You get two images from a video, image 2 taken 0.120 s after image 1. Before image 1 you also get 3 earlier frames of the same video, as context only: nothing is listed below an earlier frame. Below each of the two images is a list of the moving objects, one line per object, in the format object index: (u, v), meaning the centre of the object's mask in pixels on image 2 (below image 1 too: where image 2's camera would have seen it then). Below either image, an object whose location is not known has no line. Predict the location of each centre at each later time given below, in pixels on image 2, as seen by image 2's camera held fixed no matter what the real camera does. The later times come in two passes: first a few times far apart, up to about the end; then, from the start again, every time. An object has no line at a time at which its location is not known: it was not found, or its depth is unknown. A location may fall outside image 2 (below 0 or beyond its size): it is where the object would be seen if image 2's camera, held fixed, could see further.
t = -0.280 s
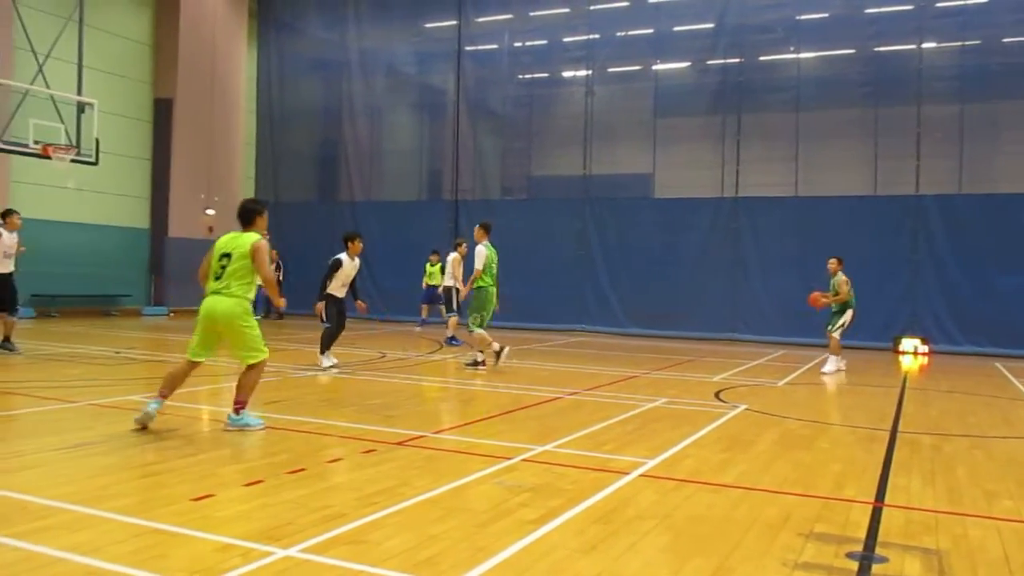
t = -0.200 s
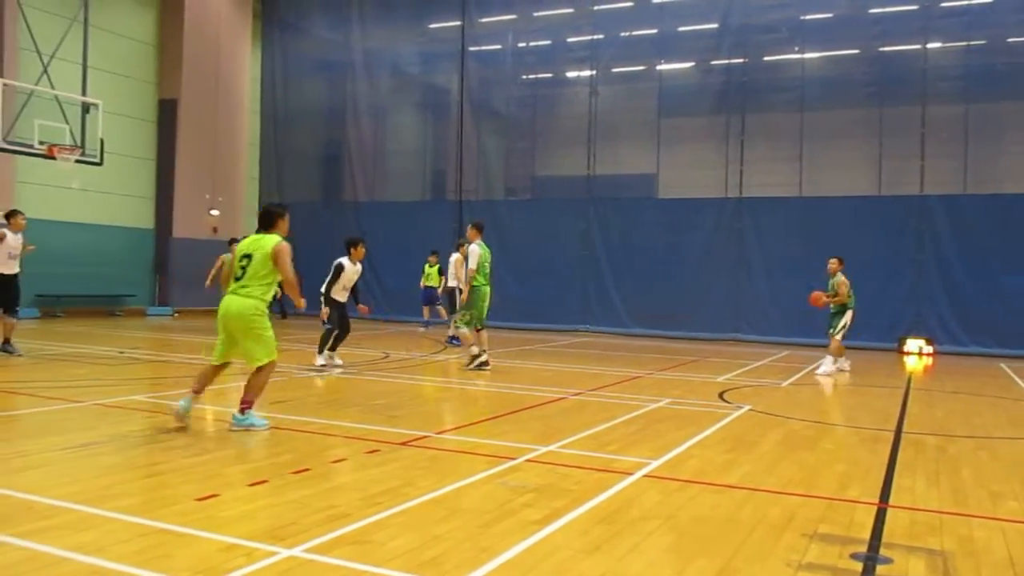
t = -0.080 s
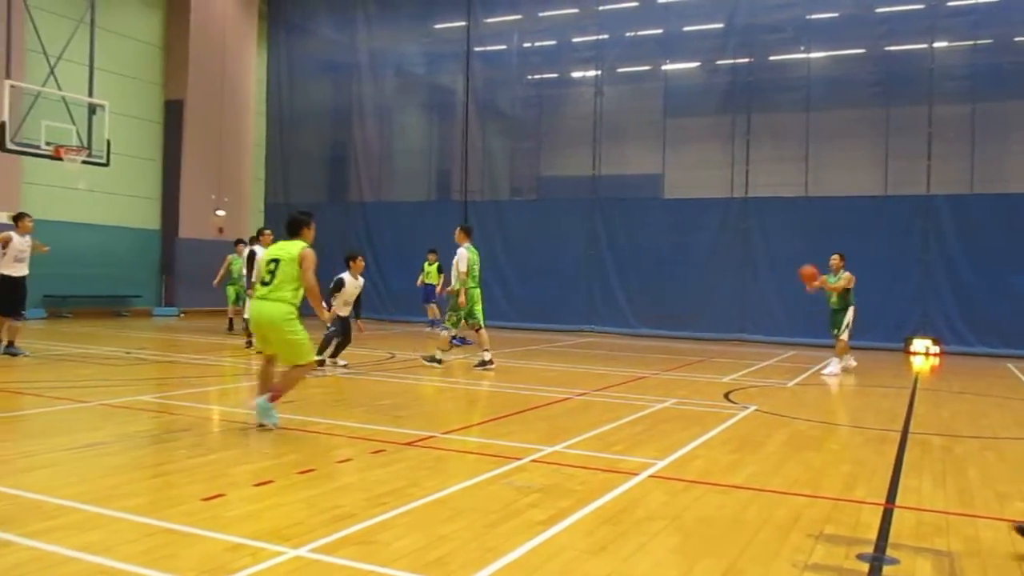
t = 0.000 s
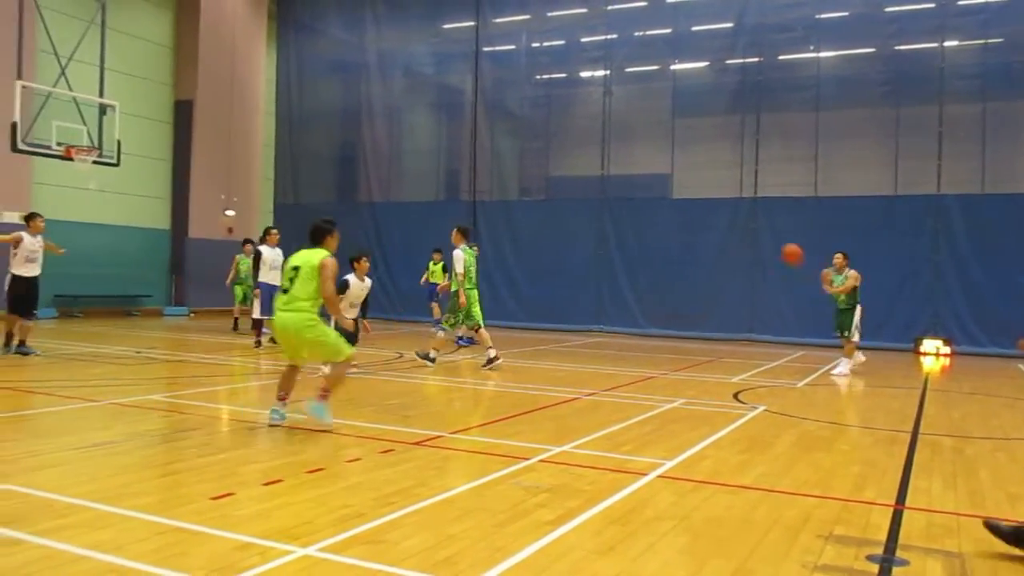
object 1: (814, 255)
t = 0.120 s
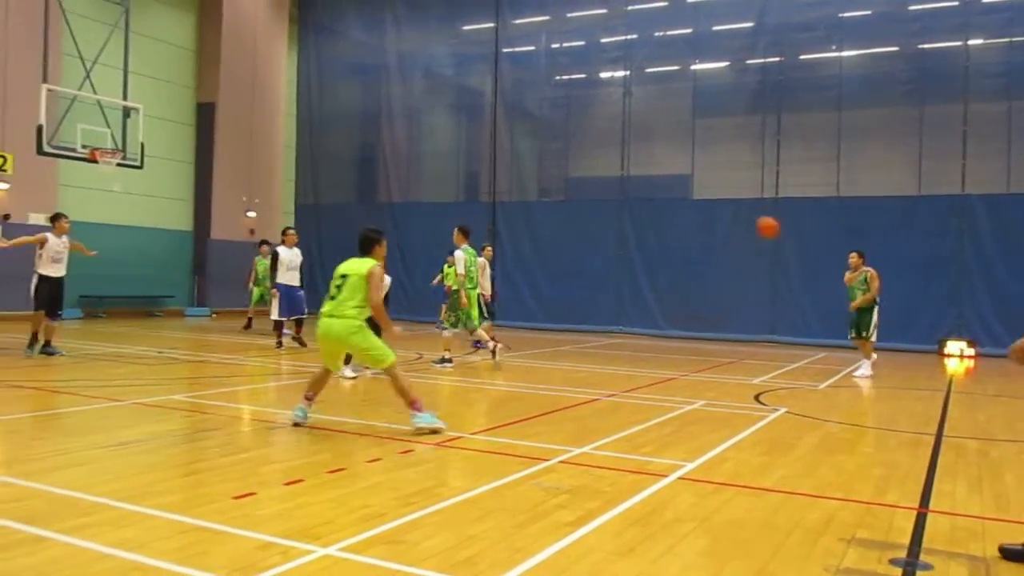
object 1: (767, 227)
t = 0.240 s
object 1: (714, 207)
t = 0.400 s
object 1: (624, 195)
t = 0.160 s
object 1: (751, 220)
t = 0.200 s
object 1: (733, 213)
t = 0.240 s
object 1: (714, 207)
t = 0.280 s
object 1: (693, 202)
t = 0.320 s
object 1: (672, 198)
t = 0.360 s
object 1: (649, 196)
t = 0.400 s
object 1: (624, 195)
